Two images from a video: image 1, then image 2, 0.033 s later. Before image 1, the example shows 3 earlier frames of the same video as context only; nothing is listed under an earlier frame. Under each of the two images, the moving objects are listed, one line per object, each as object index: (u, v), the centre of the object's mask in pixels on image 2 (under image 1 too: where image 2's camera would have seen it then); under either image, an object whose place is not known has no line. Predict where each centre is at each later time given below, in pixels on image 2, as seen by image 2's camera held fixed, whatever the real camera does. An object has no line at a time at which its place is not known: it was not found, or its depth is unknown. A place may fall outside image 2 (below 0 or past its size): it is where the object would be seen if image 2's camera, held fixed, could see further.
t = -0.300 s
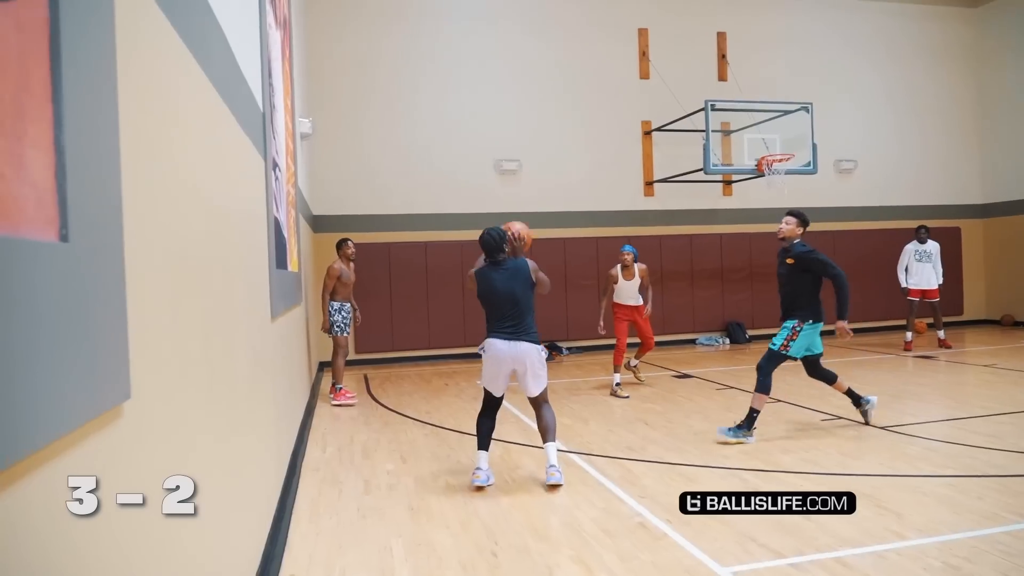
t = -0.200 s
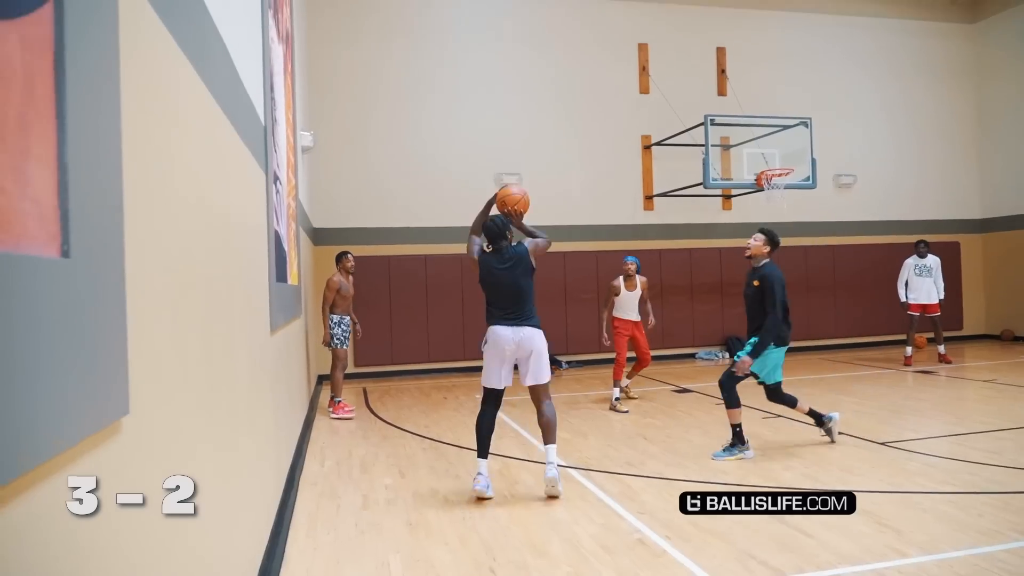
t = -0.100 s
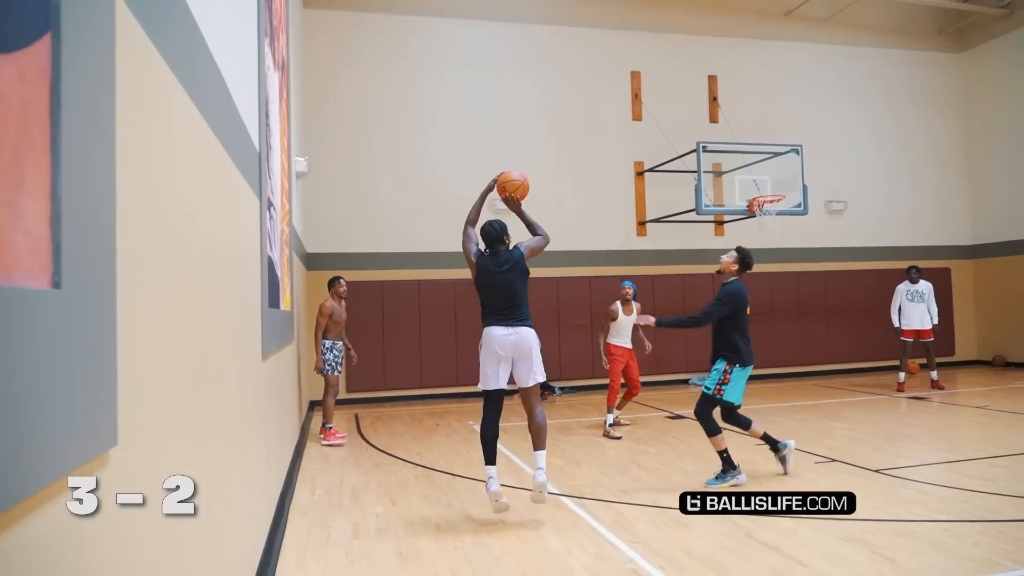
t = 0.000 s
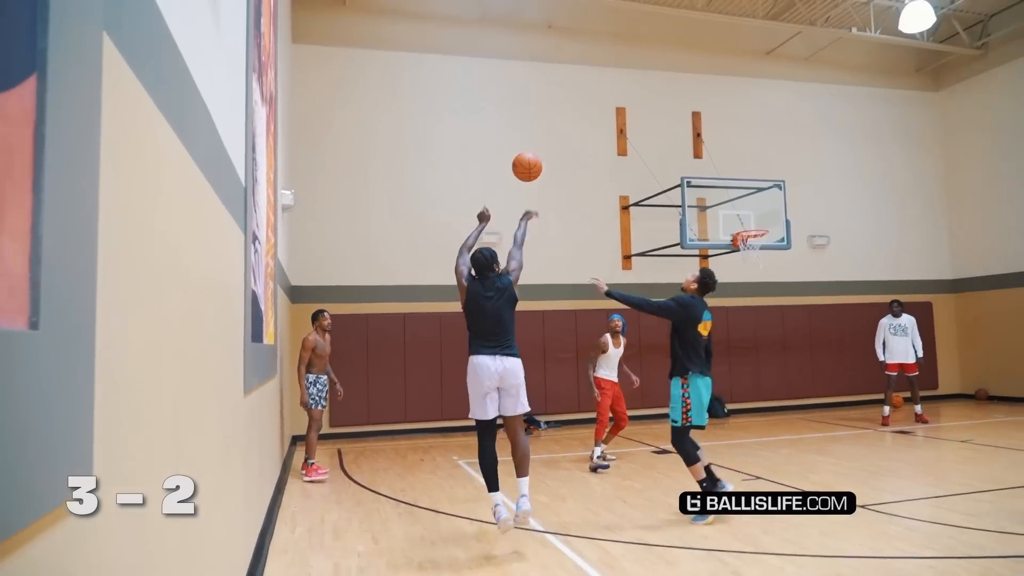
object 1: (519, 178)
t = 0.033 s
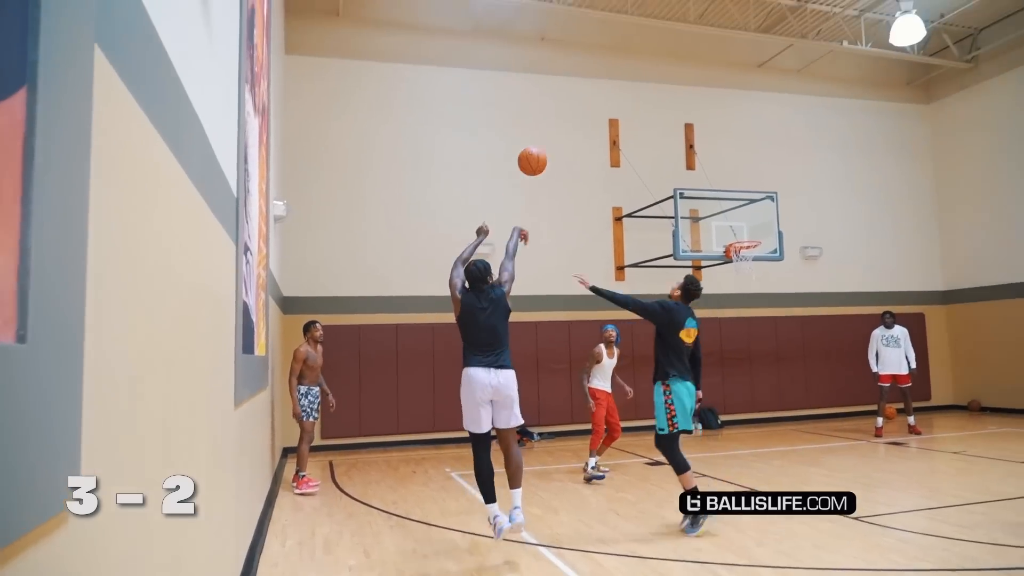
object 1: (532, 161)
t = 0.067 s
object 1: (544, 147)
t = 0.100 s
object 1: (555, 135)
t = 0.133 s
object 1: (565, 126)
